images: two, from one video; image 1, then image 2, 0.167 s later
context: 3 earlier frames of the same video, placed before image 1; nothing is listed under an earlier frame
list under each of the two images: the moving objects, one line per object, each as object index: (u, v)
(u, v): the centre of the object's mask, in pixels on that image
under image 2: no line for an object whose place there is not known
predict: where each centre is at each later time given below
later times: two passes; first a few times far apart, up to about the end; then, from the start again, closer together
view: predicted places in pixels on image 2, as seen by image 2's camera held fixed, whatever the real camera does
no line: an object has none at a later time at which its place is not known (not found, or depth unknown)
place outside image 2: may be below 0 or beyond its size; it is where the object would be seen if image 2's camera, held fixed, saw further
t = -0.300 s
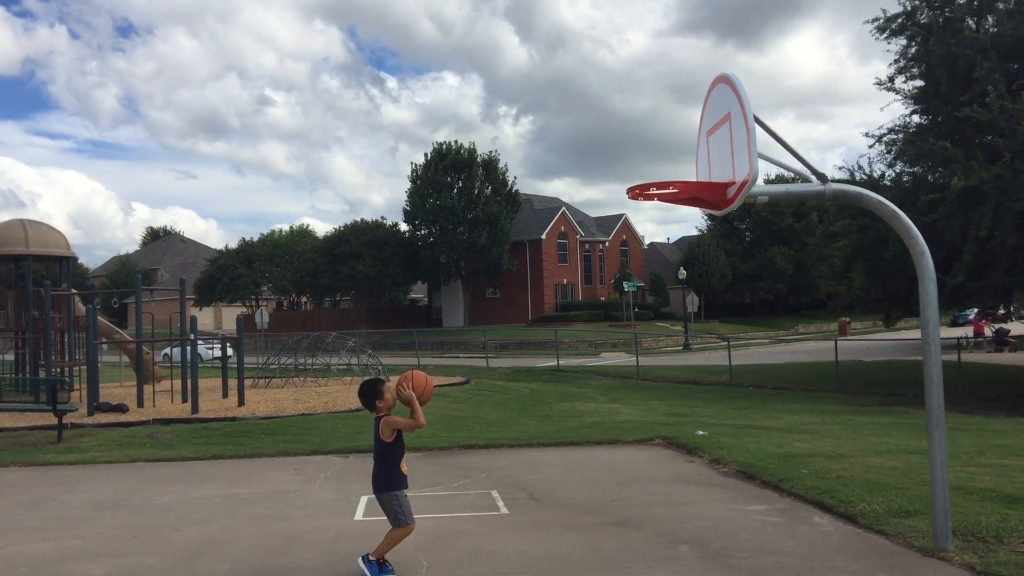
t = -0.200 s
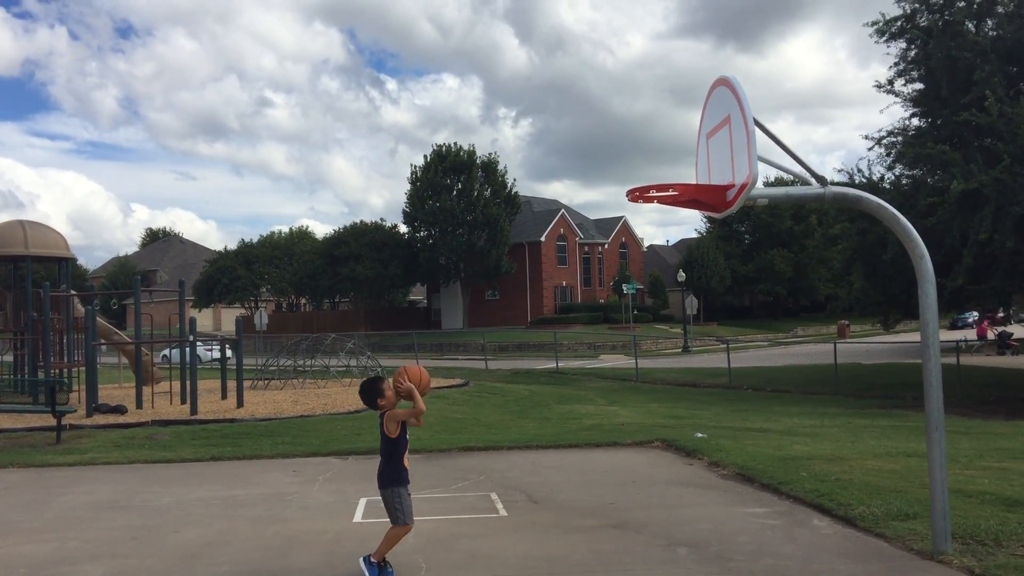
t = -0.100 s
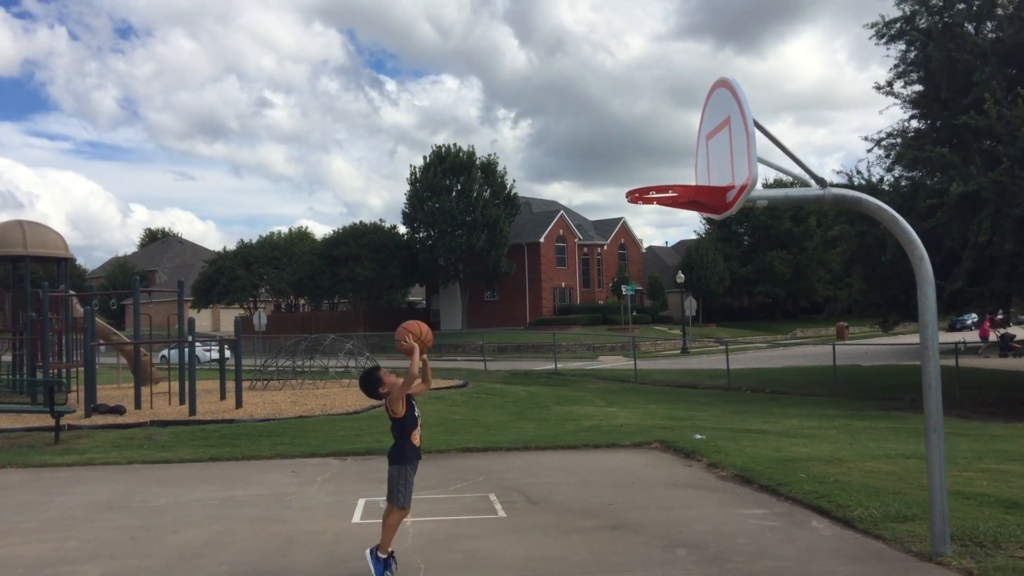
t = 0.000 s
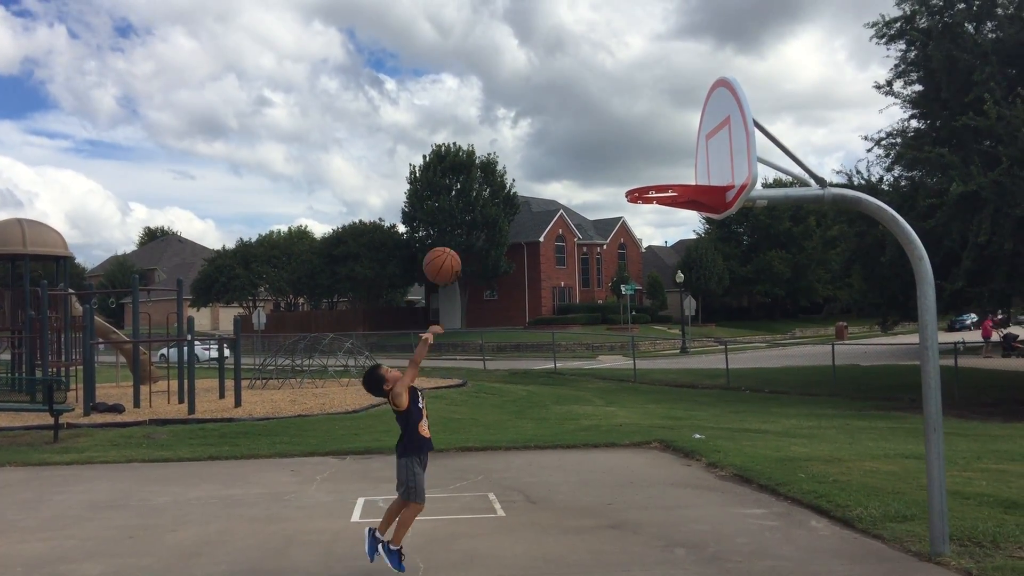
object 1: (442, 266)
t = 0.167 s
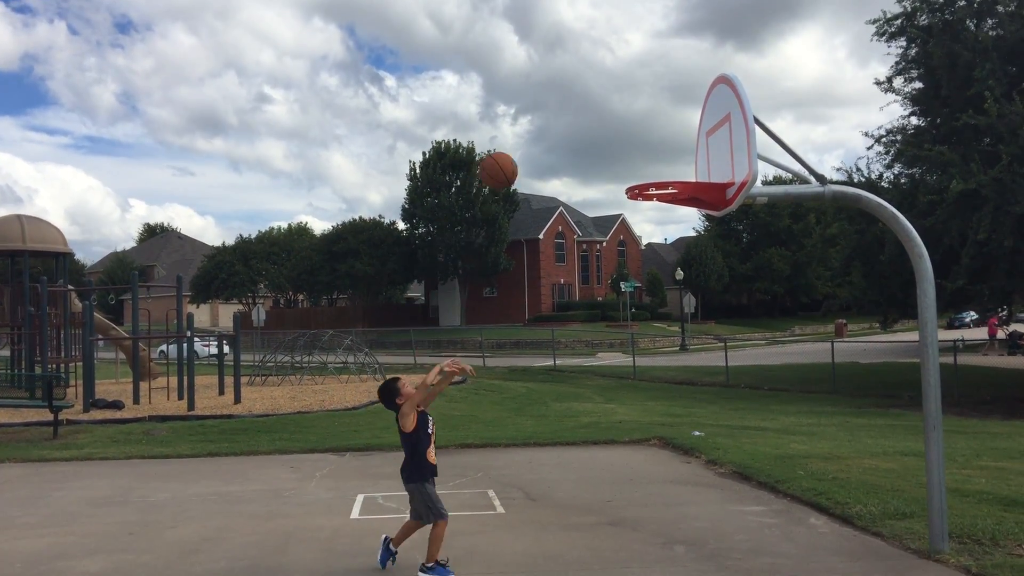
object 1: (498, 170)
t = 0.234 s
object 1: (522, 145)
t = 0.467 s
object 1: (608, 108)
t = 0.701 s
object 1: (701, 158)
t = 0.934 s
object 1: (804, 301)
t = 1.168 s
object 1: (918, 553)
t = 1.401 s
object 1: (956, 393)
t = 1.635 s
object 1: (993, 282)
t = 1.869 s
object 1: (1036, 260)
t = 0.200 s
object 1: (510, 157)
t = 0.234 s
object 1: (522, 145)
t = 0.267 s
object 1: (534, 135)
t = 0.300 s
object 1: (546, 126)
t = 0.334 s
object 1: (558, 119)
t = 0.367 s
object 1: (570, 114)
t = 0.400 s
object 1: (583, 110)
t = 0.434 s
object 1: (595, 108)
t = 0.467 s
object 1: (608, 108)
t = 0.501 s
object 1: (621, 110)
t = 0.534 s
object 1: (634, 113)
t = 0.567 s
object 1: (647, 119)
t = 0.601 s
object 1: (661, 125)
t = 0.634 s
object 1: (674, 134)
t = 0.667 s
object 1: (688, 145)
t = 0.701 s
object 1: (701, 158)
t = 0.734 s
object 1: (716, 172)
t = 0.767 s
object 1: (729, 189)
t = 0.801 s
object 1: (744, 208)
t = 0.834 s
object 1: (758, 228)
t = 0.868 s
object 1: (773, 251)
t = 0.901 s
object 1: (789, 275)
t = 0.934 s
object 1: (804, 301)
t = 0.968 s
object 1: (820, 331)
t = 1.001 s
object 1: (836, 362)
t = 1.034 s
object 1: (851, 395)
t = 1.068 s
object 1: (868, 431)
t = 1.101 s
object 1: (884, 469)
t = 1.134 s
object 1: (901, 510)
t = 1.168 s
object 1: (918, 553)
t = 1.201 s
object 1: (928, 561)
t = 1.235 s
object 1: (932, 528)
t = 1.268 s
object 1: (937, 497)
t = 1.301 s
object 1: (942, 468)
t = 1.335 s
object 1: (946, 441)
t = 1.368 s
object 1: (951, 416)
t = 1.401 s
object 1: (956, 393)
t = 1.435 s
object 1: (961, 371)
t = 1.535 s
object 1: (976, 318)
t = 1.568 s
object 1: (982, 304)
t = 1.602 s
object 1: (987, 292)
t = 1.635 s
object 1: (993, 282)
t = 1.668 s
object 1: (999, 273)
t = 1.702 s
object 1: (1005, 266)
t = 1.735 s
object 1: (1011, 262)
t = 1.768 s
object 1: (1017, 259)
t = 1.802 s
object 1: (1024, 257)
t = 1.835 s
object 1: (1030, 258)
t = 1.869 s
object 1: (1036, 260)
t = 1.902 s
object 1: (1041, 263)
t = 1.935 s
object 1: (1046, 269)
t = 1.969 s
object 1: (1052, 277)
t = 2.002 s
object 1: (1057, 287)
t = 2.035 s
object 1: (1063, 298)
